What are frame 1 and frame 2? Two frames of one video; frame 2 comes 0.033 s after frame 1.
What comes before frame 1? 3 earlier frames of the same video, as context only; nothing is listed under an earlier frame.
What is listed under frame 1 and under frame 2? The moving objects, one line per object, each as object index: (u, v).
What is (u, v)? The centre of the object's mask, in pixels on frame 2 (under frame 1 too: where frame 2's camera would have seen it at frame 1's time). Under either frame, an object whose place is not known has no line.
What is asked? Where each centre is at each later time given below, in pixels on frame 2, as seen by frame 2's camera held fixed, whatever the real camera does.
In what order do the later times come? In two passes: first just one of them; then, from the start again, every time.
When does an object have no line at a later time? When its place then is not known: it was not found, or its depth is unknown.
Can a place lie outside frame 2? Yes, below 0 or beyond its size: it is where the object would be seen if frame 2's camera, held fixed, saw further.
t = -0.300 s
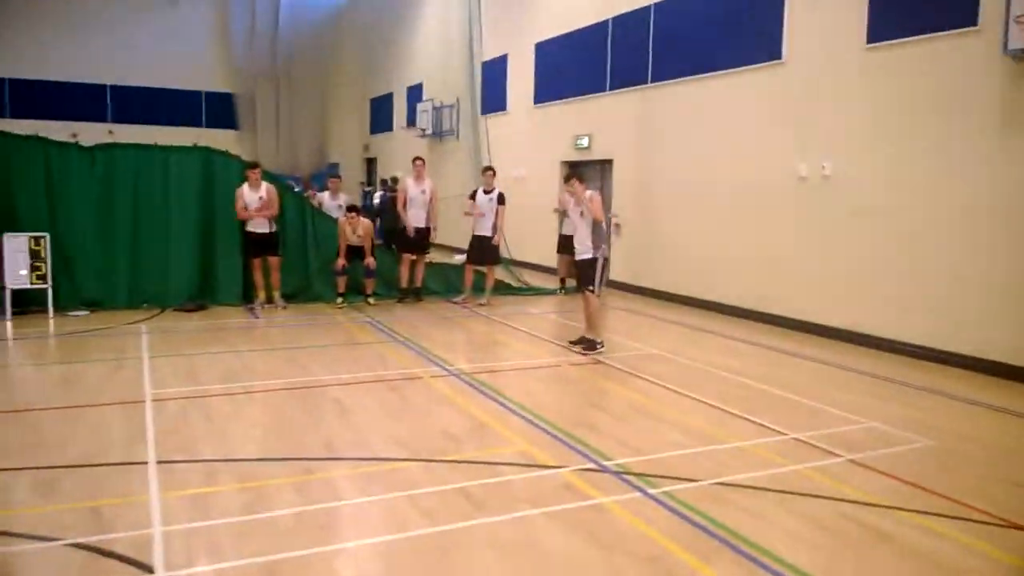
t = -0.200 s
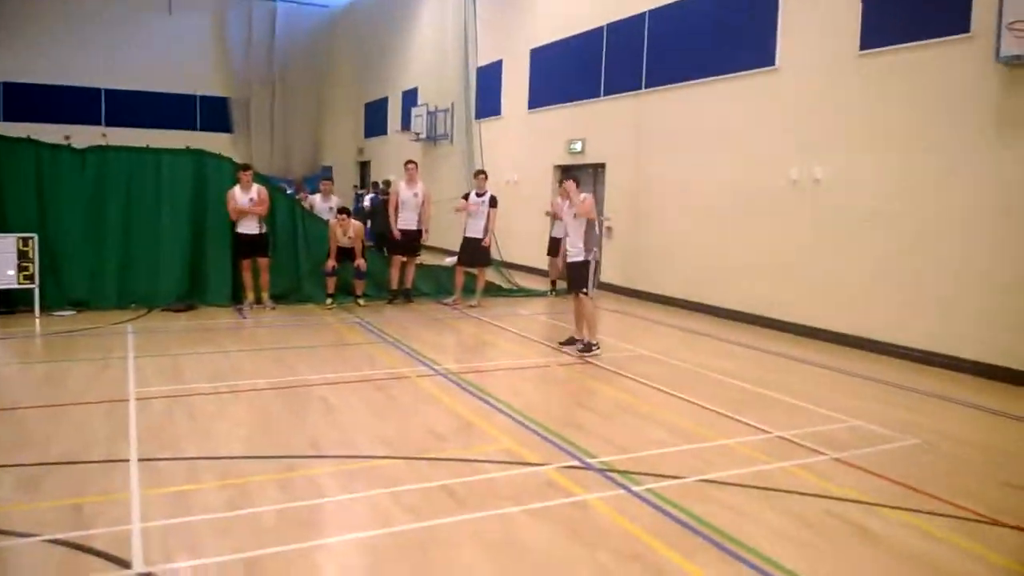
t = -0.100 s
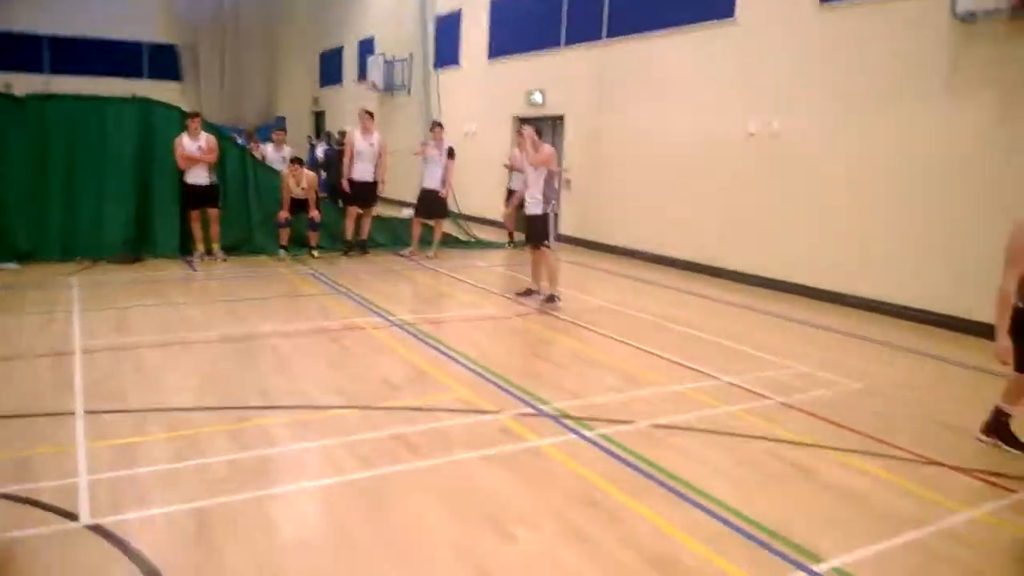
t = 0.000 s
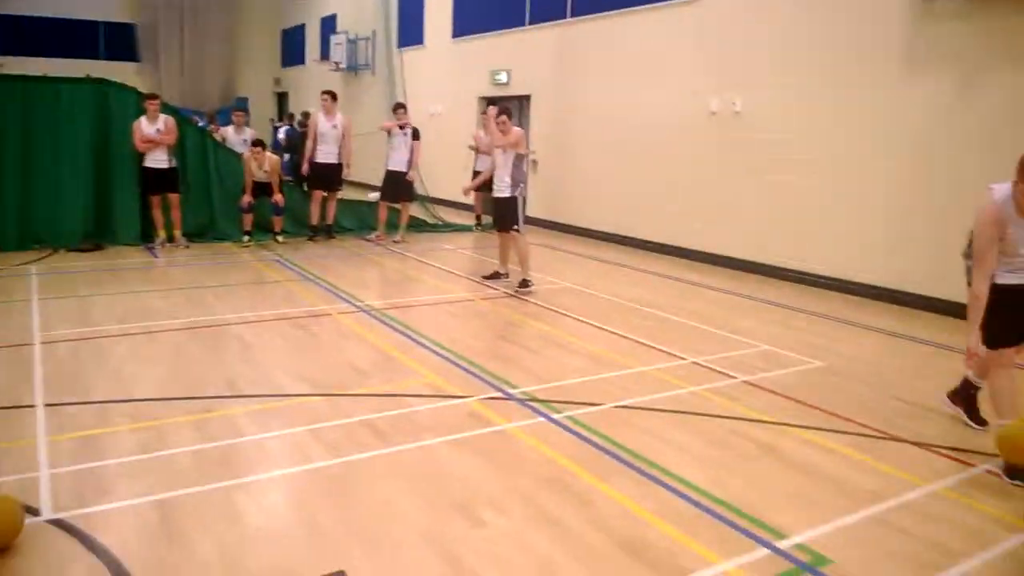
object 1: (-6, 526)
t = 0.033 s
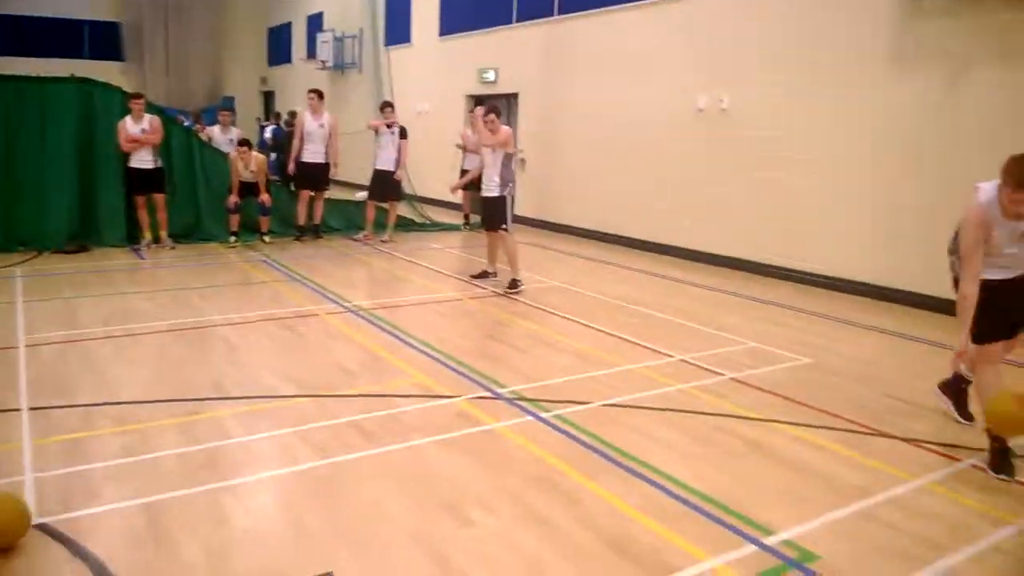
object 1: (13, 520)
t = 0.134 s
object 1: (70, 506)
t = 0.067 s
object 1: (34, 516)
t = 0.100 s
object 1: (54, 514)
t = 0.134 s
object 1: (70, 506)
